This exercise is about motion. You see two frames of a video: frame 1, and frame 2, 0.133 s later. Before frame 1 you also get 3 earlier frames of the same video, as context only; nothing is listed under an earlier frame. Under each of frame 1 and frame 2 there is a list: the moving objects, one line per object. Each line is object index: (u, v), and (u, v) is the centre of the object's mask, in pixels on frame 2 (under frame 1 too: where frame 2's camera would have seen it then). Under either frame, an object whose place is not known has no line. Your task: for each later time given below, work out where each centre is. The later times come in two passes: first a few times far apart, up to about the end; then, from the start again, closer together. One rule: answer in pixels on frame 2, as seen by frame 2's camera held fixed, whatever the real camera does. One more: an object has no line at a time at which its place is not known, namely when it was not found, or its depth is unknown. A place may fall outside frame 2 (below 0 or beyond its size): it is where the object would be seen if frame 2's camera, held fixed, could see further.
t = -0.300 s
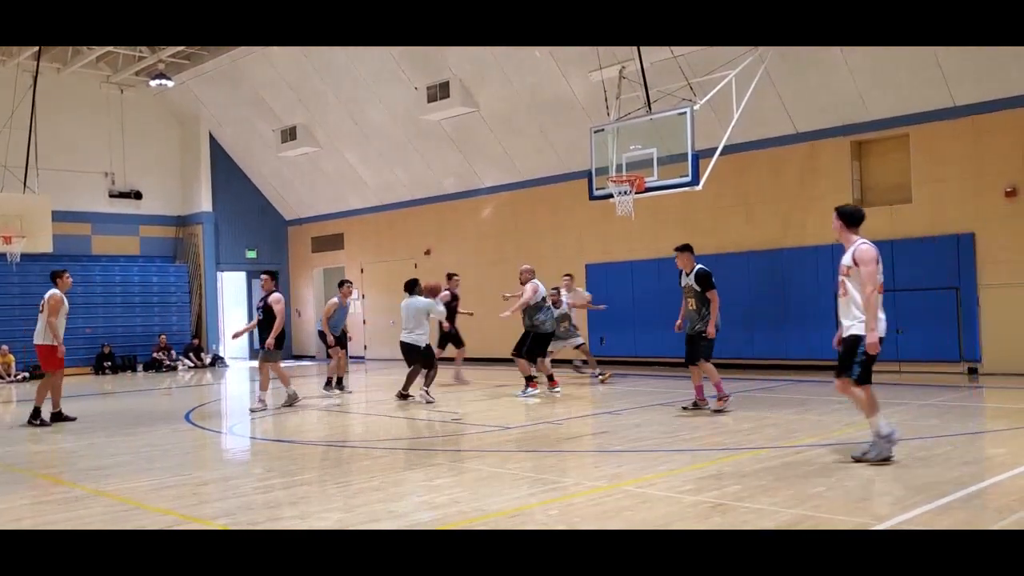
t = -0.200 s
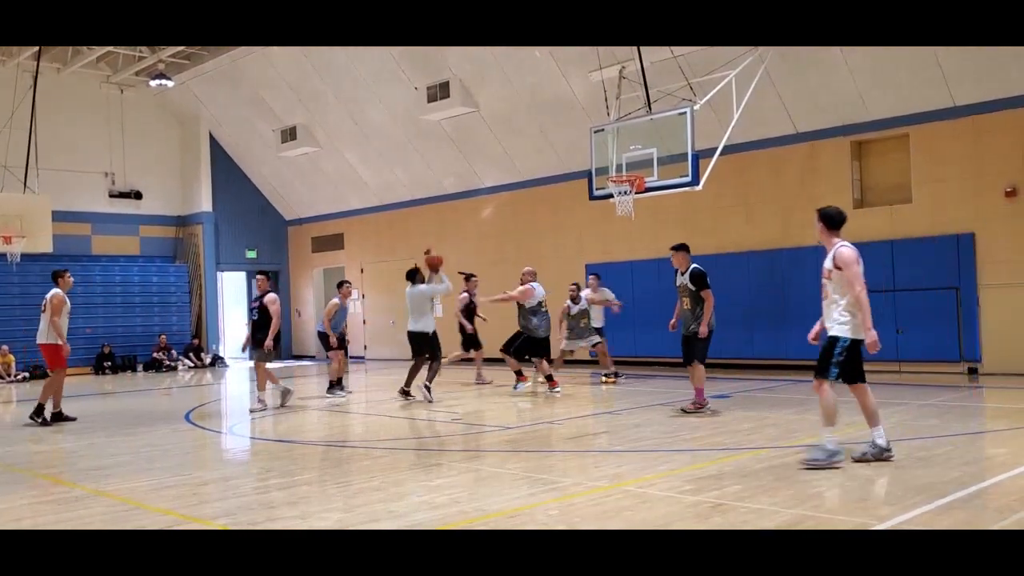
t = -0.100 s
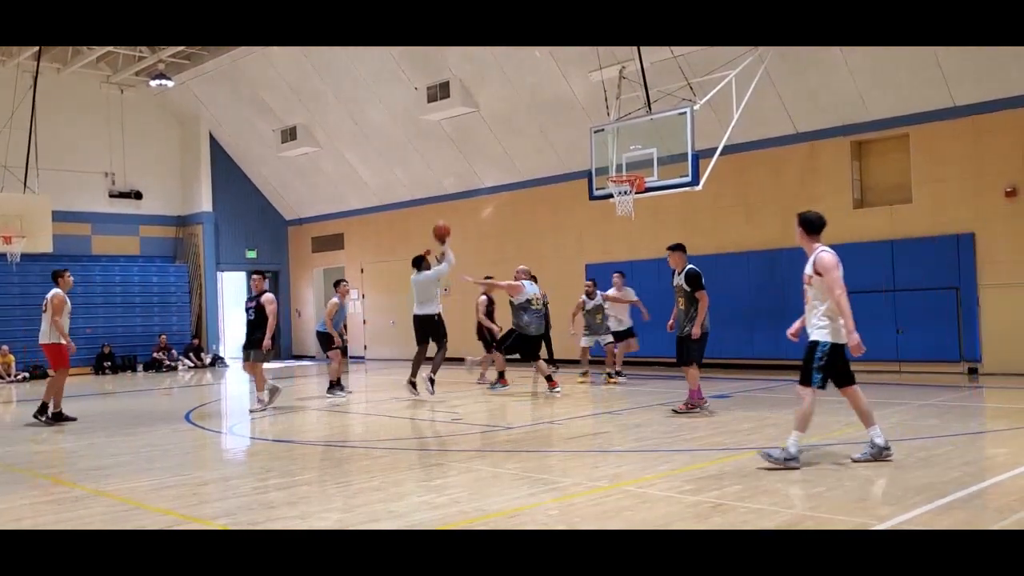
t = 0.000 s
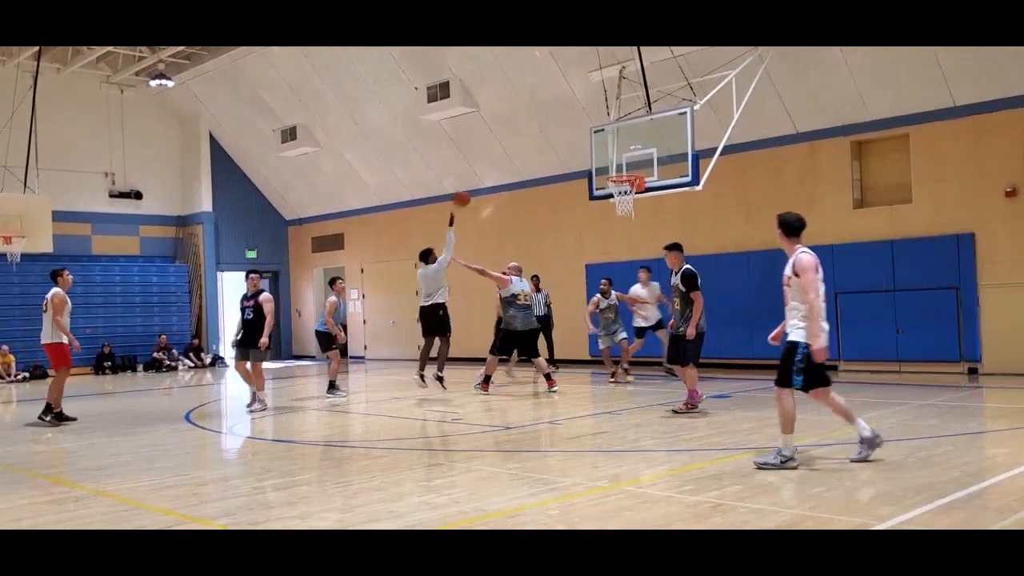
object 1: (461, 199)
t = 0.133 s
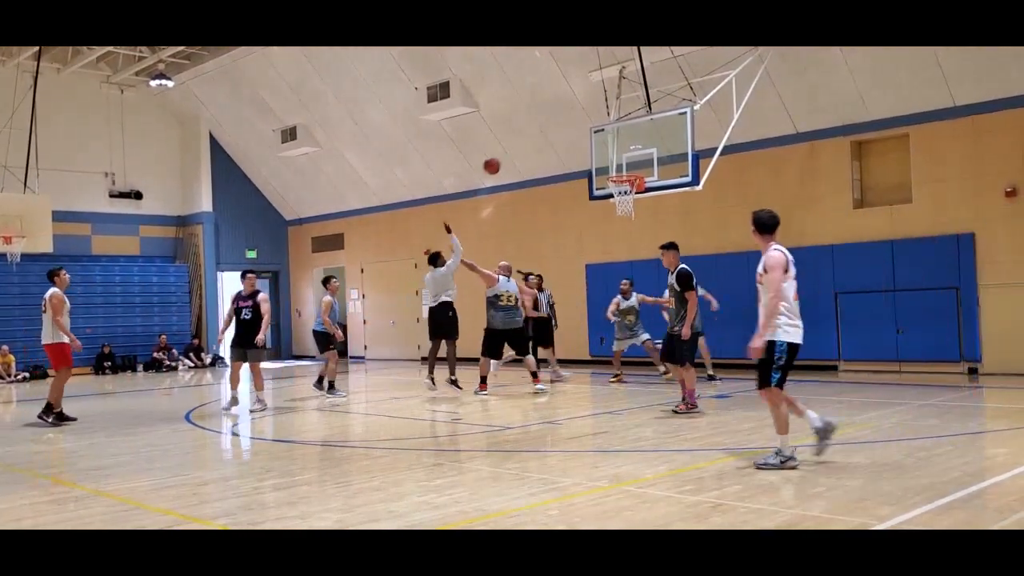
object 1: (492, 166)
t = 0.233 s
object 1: (514, 150)
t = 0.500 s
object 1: (572, 143)
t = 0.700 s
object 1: (615, 168)
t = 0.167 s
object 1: (499, 160)
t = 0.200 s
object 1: (506, 155)
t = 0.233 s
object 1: (514, 150)
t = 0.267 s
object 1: (521, 147)
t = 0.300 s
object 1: (529, 144)
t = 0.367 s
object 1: (543, 141)
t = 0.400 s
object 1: (550, 140)
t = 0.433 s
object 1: (558, 141)
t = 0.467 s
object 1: (566, 141)
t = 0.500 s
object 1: (572, 143)
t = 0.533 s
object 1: (580, 146)
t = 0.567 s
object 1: (587, 149)
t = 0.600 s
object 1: (594, 153)
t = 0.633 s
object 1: (601, 158)
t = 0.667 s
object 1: (608, 162)
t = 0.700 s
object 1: (615, 168)
